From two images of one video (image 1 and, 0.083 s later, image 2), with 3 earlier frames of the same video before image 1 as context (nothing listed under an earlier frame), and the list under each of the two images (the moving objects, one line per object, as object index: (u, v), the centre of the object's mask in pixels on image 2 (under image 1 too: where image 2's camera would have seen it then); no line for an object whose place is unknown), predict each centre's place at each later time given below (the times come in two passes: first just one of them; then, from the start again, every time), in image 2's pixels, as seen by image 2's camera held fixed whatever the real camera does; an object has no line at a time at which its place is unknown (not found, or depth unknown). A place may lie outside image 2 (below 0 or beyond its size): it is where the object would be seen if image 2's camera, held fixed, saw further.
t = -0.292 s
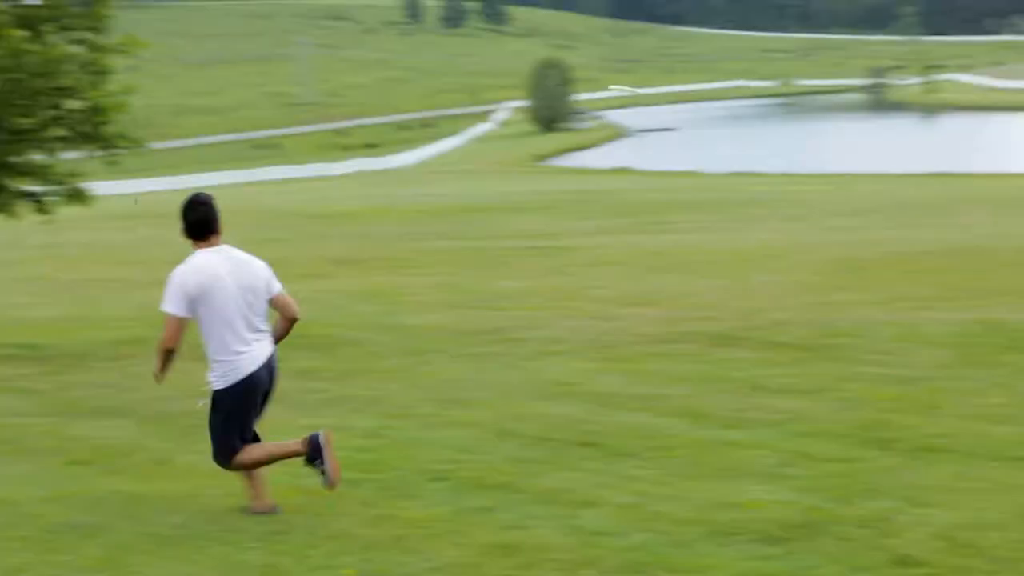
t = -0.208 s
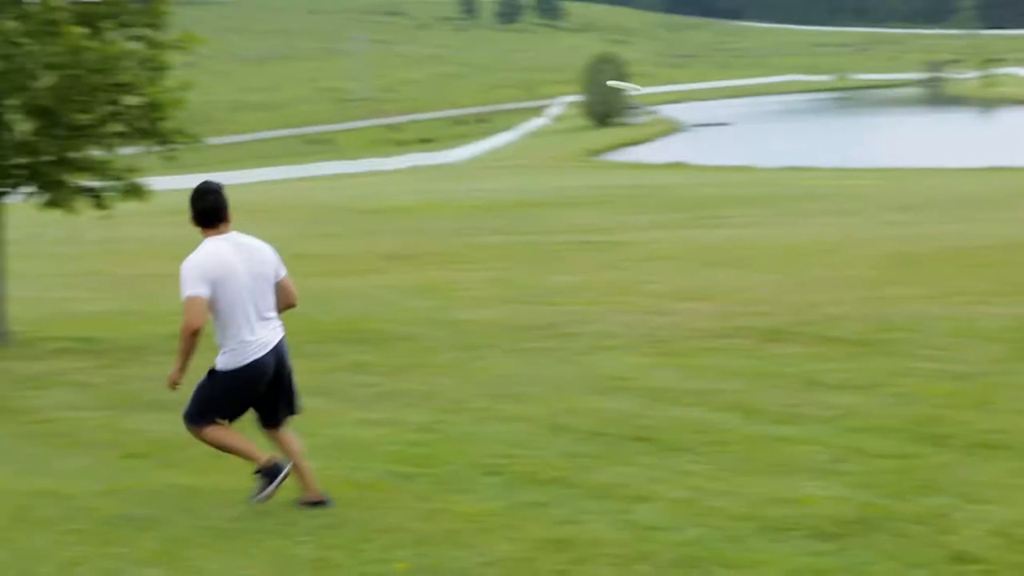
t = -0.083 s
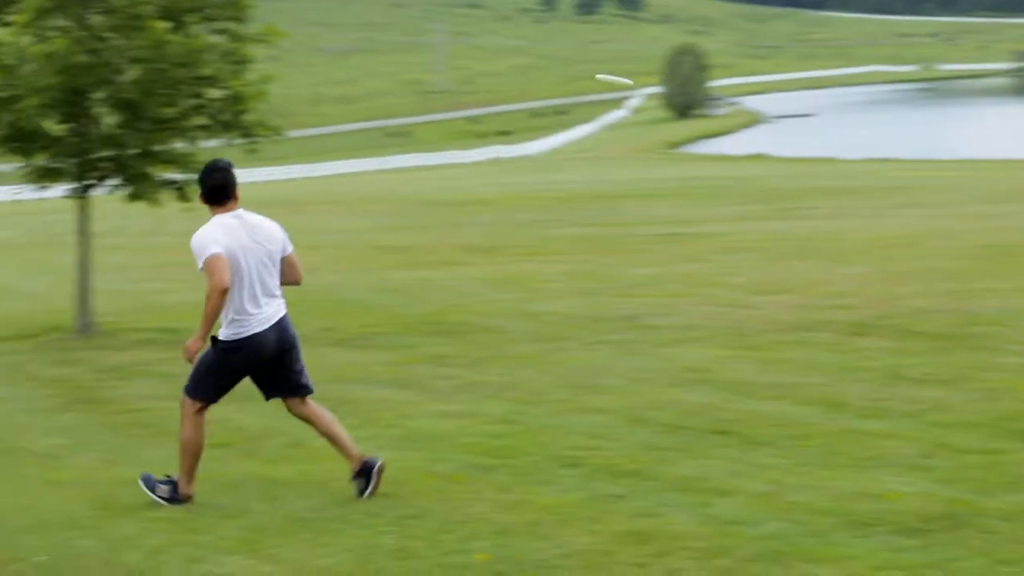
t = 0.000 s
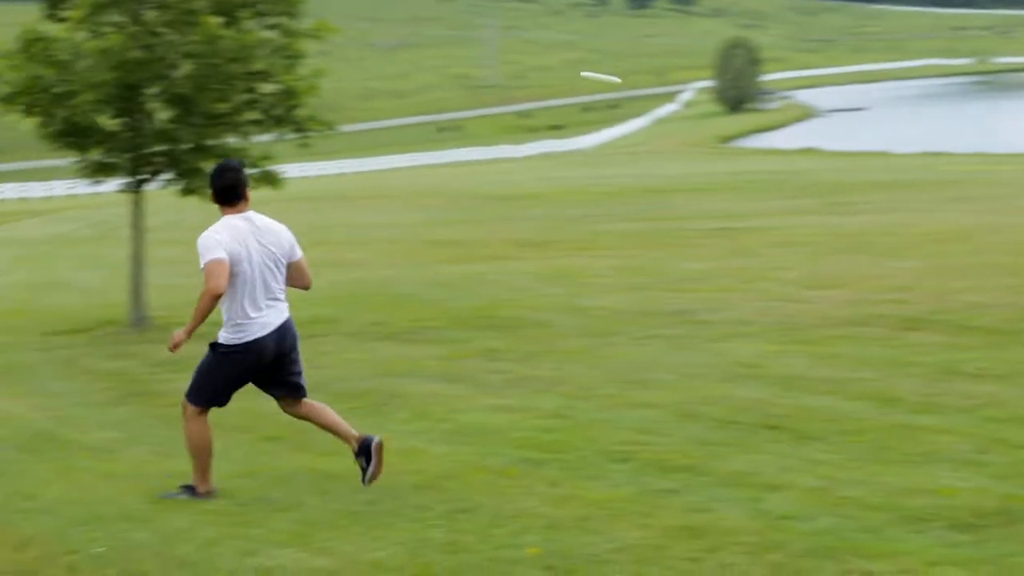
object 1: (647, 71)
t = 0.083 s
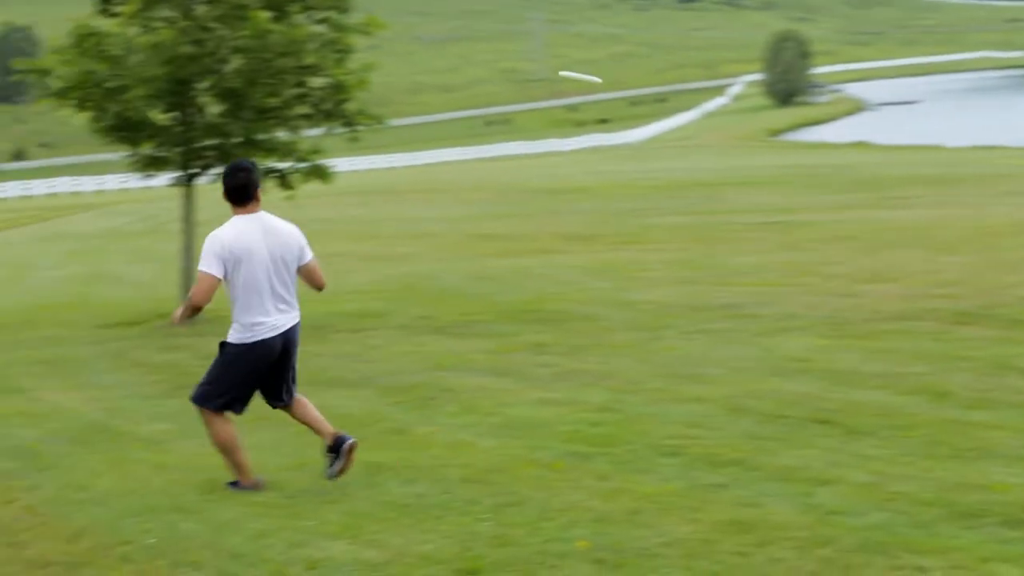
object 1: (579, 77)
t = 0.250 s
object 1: (431, 96)
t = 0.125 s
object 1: (544, 80)
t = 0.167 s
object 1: (508, 84)
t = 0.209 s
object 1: (471, 90)
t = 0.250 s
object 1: (431, 96)
